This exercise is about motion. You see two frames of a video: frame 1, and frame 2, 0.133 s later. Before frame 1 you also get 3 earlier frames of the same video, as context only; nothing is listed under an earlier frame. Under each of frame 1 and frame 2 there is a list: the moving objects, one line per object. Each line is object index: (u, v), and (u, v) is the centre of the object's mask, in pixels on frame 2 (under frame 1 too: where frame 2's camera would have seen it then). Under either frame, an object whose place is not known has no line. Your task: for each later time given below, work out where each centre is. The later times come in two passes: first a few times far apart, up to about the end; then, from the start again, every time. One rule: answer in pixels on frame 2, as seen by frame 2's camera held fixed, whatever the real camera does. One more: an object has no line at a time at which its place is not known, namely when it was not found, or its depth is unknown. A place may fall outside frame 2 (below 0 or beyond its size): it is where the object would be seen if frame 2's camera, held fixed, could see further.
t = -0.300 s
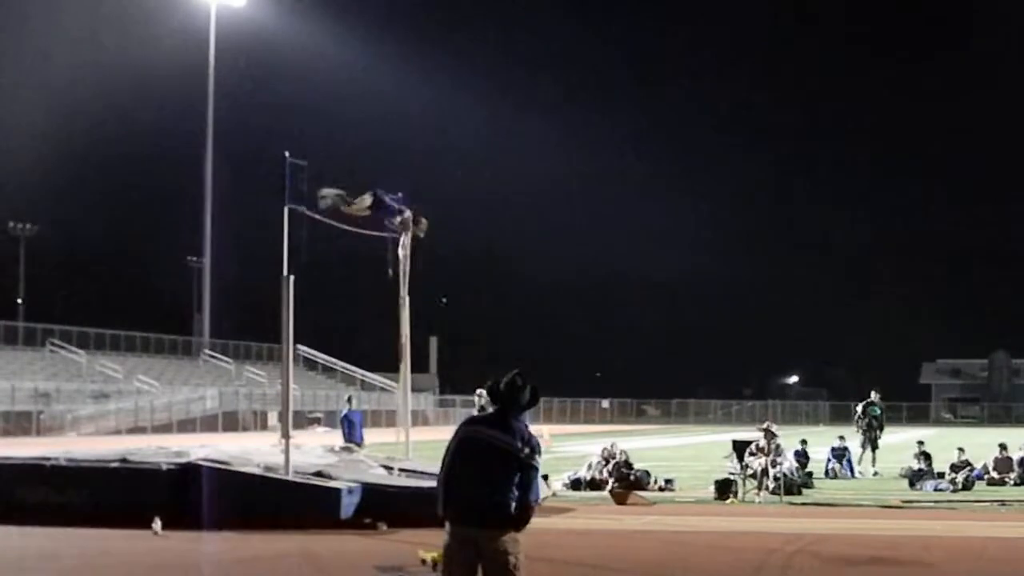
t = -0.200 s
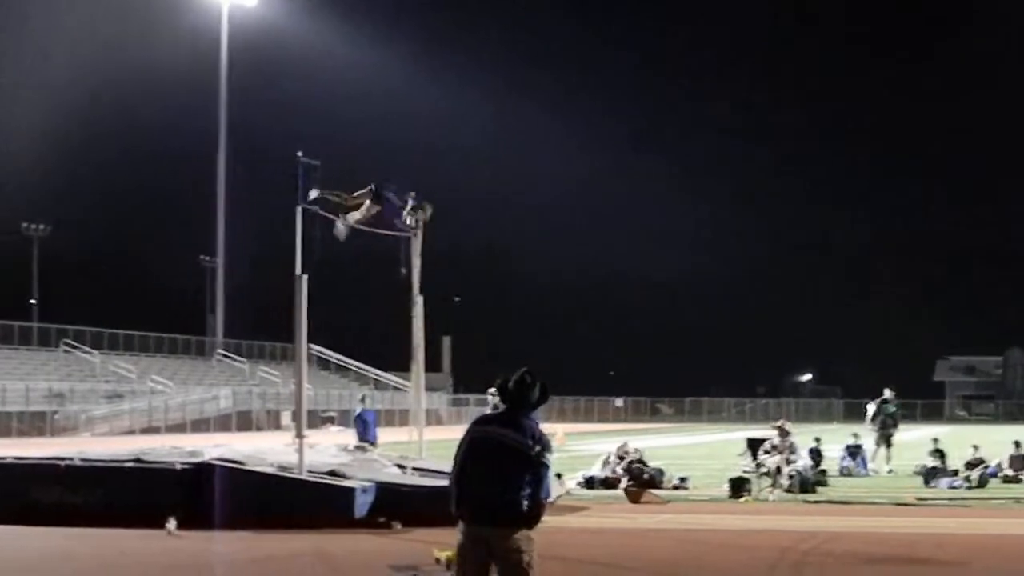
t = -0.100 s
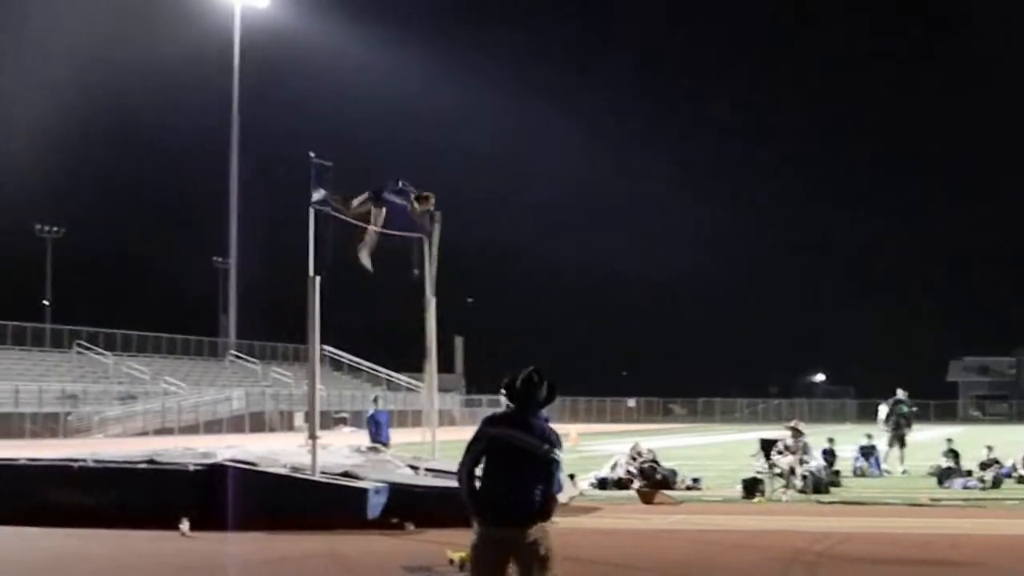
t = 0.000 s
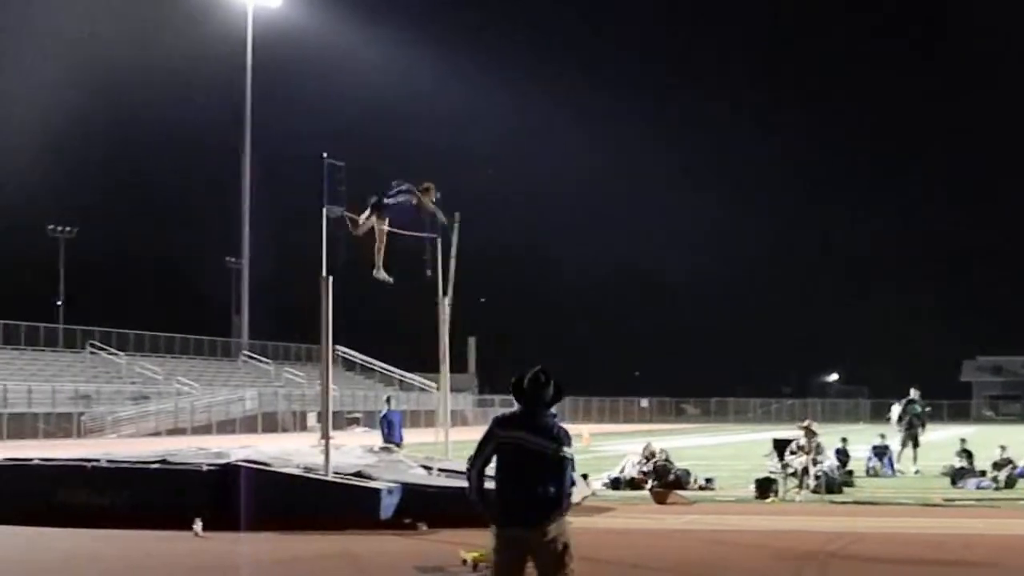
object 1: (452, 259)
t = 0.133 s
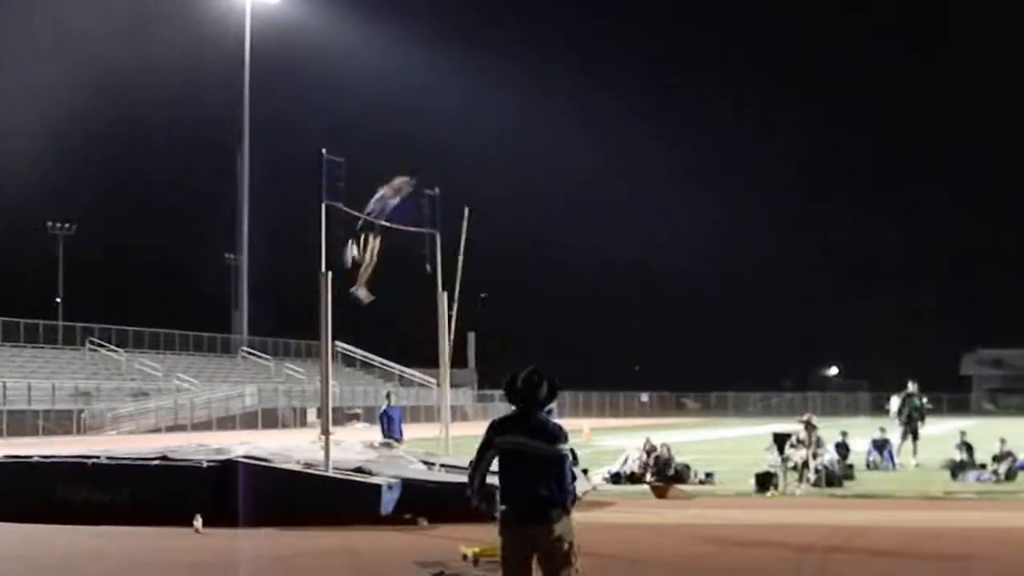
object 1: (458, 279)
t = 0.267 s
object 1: (465, 294)
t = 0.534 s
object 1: (493, 286)
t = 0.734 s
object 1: (517, 306)
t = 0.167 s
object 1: (460, 283)
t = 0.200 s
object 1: (461, 289)
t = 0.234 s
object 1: (463, 293)
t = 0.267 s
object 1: (465, 294)
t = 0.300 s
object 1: (467, 299)
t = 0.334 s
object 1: (470, 300)
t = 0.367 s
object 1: (472, 300)
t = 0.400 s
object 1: (474, 304)
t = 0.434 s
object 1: (480, 294)
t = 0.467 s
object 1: (484, 292)
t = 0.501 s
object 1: (485, 301)
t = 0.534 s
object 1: (493, 286)
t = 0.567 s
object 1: (494, 299)
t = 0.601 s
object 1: (490, 326)
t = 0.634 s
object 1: (492, 333)
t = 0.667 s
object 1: (506, 305)
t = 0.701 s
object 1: (514, 296)
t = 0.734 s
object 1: (517, 306)
